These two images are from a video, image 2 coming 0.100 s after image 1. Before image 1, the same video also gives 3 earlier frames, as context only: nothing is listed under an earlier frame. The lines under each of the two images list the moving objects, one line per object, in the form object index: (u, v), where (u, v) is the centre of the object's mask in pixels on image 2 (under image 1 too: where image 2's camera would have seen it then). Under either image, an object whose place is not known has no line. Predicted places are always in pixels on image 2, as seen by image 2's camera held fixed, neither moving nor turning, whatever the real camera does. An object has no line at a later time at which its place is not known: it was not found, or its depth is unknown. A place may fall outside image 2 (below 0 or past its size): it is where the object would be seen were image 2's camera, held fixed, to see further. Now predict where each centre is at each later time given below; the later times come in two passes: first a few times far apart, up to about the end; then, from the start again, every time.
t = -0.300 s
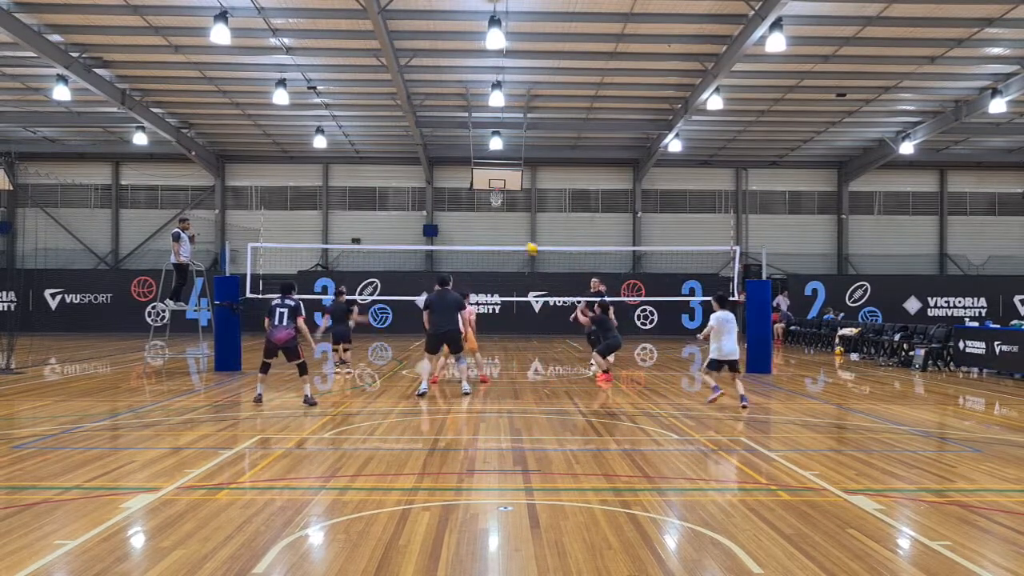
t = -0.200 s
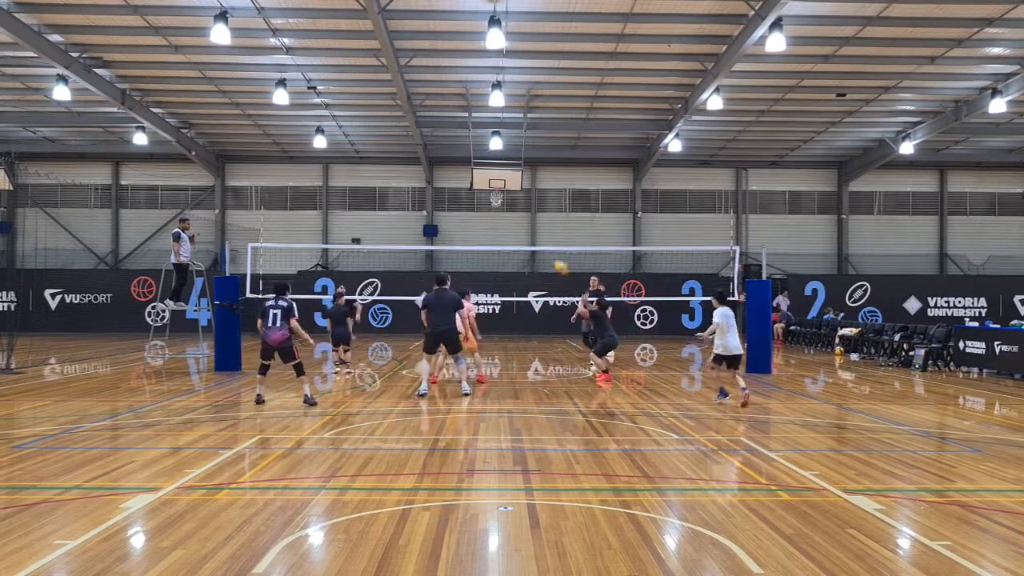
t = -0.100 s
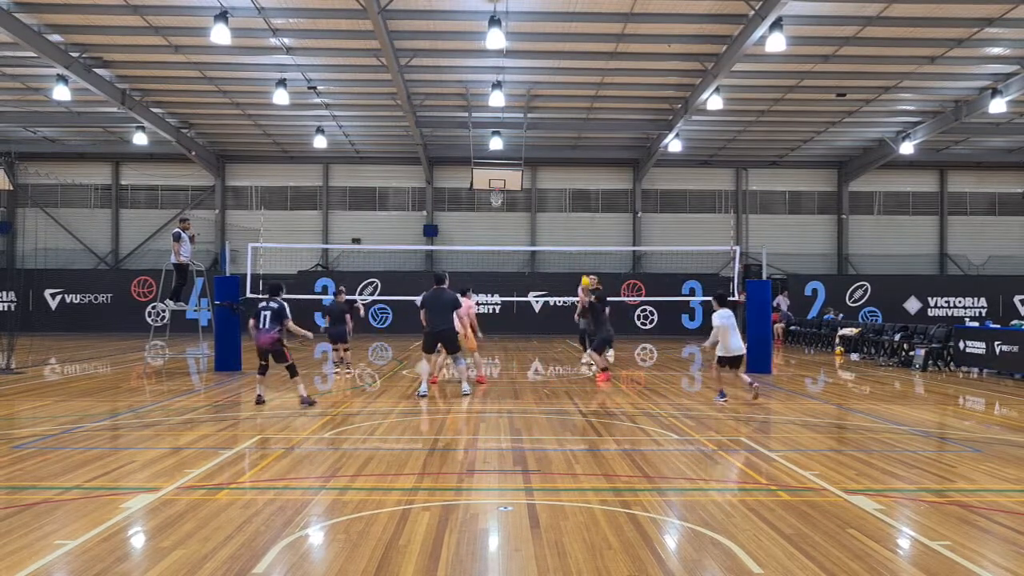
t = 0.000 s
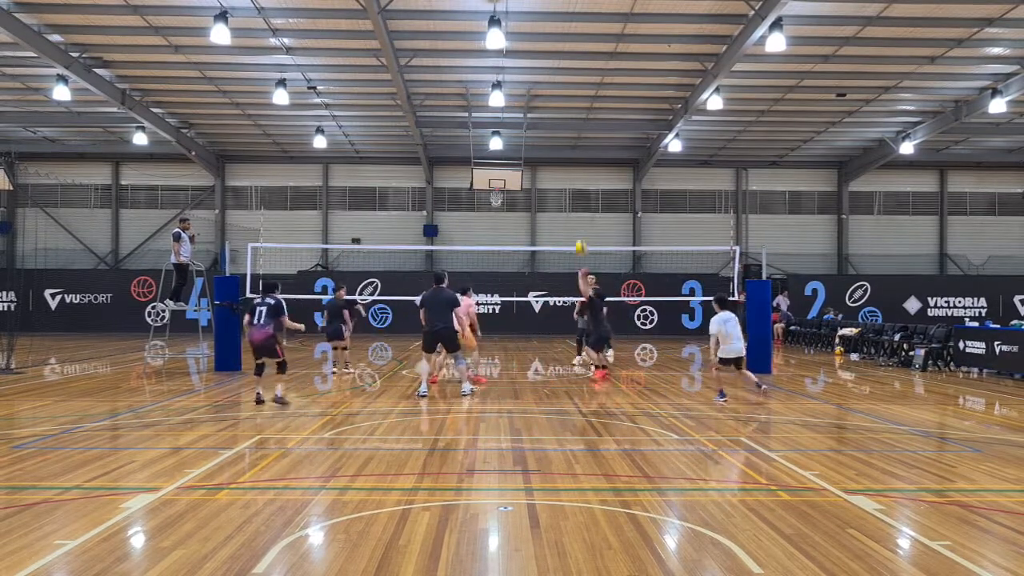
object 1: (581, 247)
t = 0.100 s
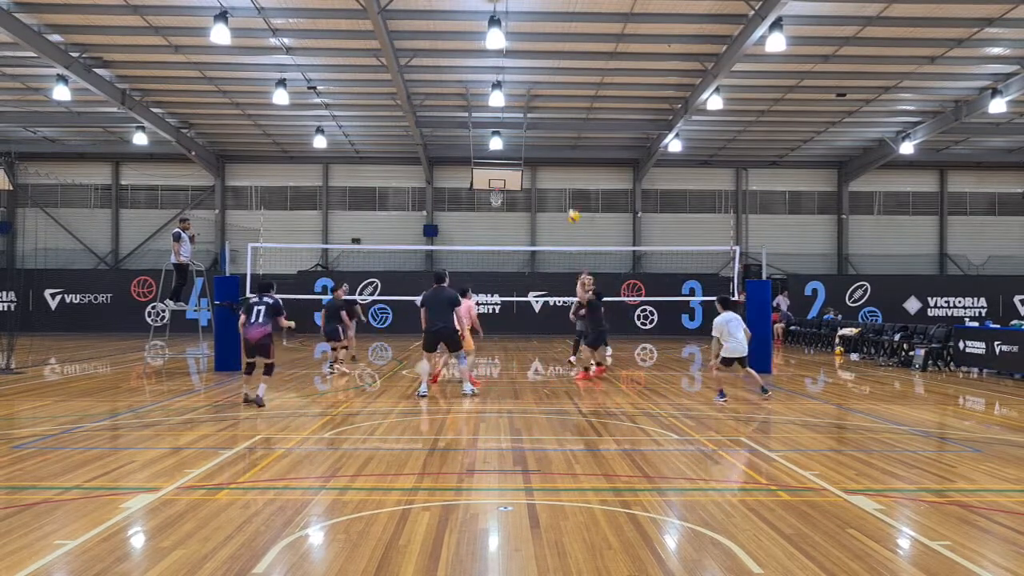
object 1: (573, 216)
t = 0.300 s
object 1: (558, 172)
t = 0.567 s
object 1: (540, 151)
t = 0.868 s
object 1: (520, 171)
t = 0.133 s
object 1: (571, 207)
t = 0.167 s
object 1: (569, 198)
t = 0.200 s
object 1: (566, 192)
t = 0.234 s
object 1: (564, 185)
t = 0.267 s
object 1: (561, 179)
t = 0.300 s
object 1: (558, 172)
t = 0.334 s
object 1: (556, 168)
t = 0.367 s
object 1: (554, 165)
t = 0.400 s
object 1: (551, 160)
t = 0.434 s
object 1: (550, 158)
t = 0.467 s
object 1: (547, 155)
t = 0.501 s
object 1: (544, 153)
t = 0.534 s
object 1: (542, 152)
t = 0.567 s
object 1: (540, 151)
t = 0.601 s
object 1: (537, 151)
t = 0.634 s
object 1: (535, 151)
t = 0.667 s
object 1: (533, 152)
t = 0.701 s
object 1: (531, 154)
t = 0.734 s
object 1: (529, 157)
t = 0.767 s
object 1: (526, 159)
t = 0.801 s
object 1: (524, 163)
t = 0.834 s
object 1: (522, 166)
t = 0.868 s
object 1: (520, 171)
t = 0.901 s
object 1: (518, 175)
